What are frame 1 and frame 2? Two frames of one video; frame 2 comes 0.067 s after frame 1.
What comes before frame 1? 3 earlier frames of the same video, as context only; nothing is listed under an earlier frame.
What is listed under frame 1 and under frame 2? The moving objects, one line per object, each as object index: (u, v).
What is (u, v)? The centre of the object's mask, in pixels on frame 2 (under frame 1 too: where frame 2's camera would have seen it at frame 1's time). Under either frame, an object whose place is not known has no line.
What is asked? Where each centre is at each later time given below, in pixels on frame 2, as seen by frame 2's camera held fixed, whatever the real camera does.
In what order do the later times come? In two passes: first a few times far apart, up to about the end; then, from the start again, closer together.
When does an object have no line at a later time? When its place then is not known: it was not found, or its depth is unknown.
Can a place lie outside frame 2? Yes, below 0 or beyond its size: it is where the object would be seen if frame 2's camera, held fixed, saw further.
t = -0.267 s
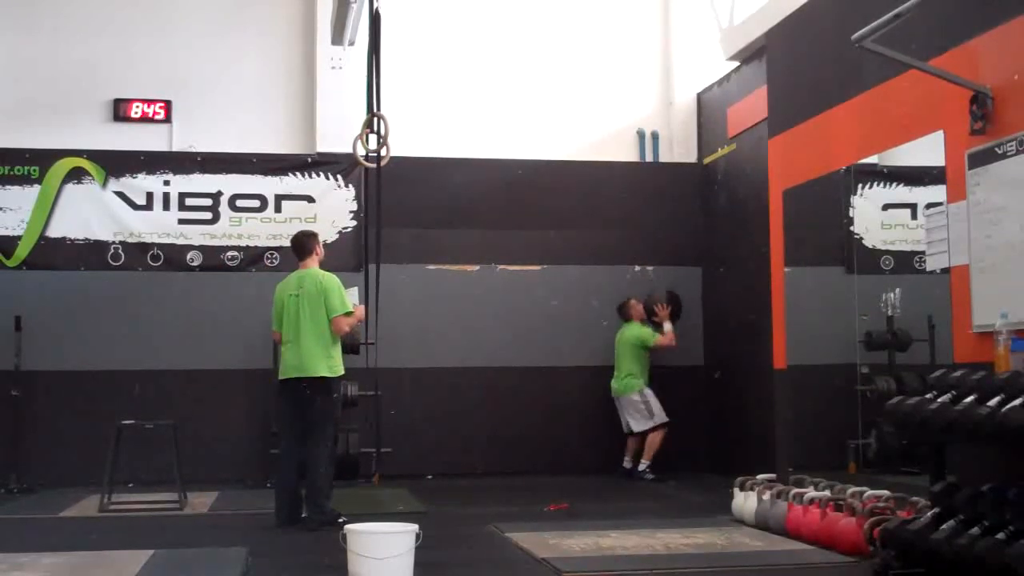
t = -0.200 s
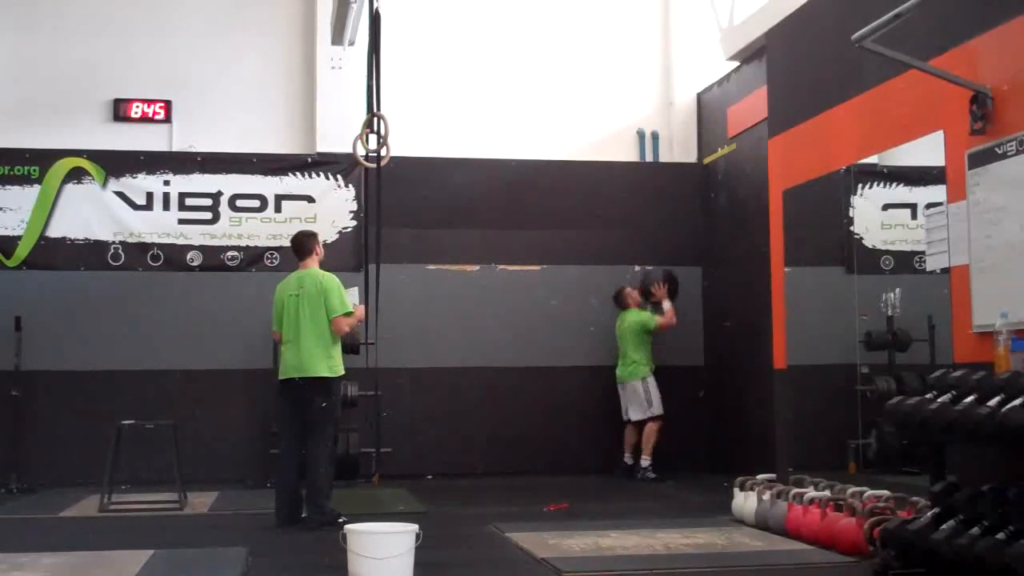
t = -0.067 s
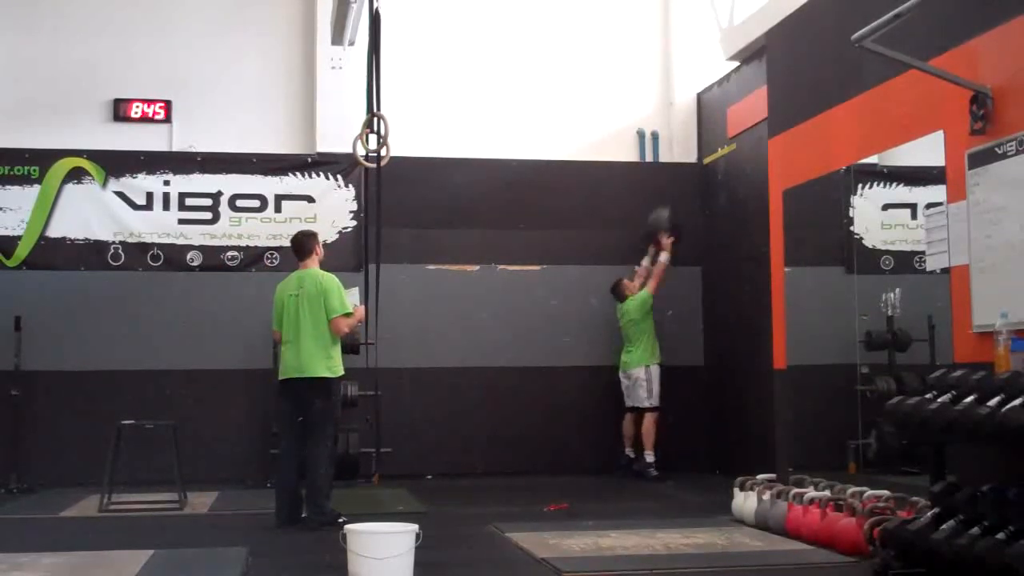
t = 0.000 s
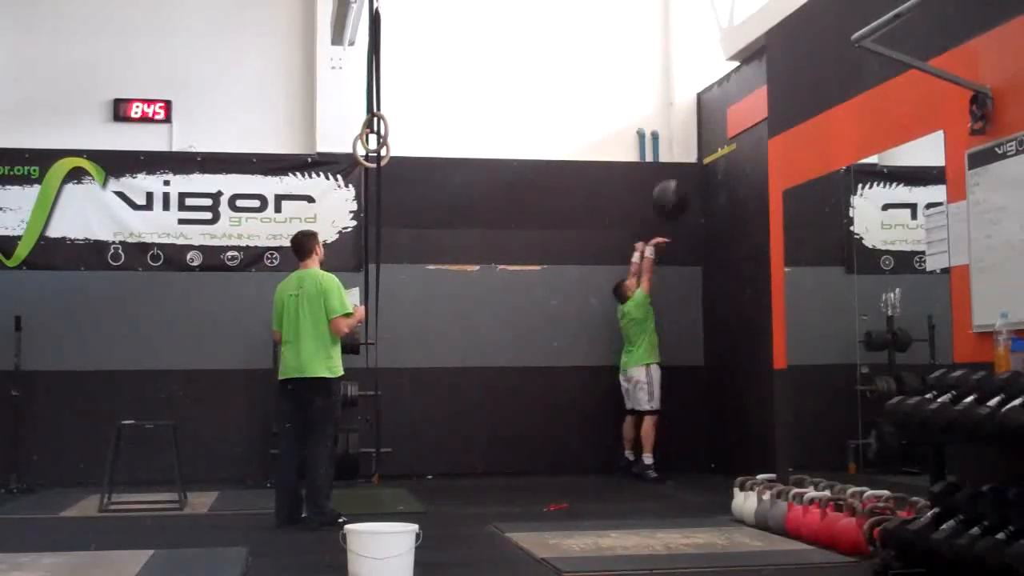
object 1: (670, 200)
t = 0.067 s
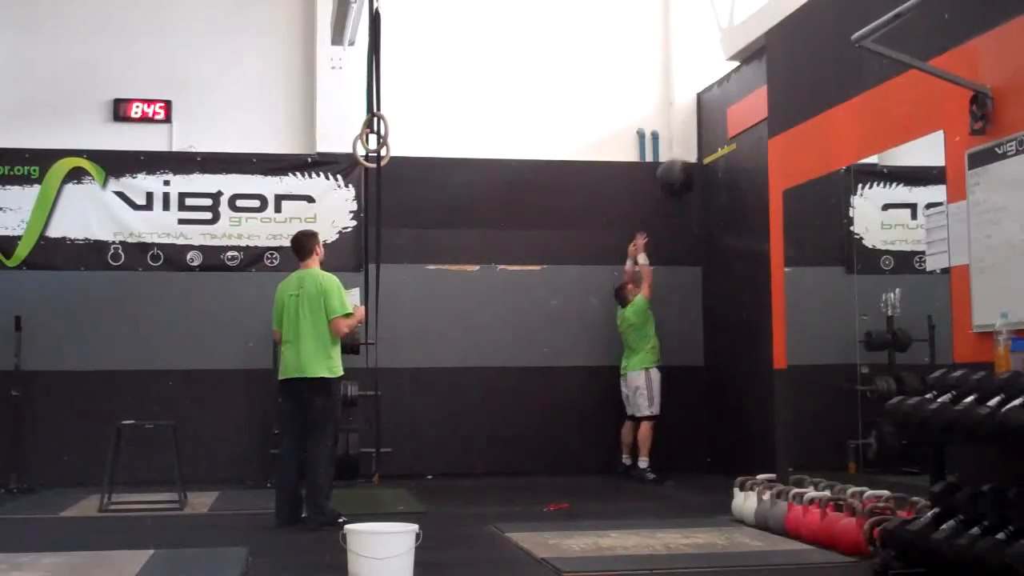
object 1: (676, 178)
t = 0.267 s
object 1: (694, 136)
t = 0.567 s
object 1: (691, 149)
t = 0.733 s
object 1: (683, 203)
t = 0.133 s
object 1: (683, 159)
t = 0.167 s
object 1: (684, 155)
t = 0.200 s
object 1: (688, 146)
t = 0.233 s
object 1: (691, 140)
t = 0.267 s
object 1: (694, 136)
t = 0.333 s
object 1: (700, 131)
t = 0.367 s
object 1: (701, 131)
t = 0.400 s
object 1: (699, 132)
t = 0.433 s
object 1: (698, 134)
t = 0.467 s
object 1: (696, 137)
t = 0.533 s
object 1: (692, 146)
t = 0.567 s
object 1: (691, 149)
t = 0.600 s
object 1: (688, 160)
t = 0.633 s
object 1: (686, 170)
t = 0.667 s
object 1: (685, 179)
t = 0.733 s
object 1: (683, 203)
